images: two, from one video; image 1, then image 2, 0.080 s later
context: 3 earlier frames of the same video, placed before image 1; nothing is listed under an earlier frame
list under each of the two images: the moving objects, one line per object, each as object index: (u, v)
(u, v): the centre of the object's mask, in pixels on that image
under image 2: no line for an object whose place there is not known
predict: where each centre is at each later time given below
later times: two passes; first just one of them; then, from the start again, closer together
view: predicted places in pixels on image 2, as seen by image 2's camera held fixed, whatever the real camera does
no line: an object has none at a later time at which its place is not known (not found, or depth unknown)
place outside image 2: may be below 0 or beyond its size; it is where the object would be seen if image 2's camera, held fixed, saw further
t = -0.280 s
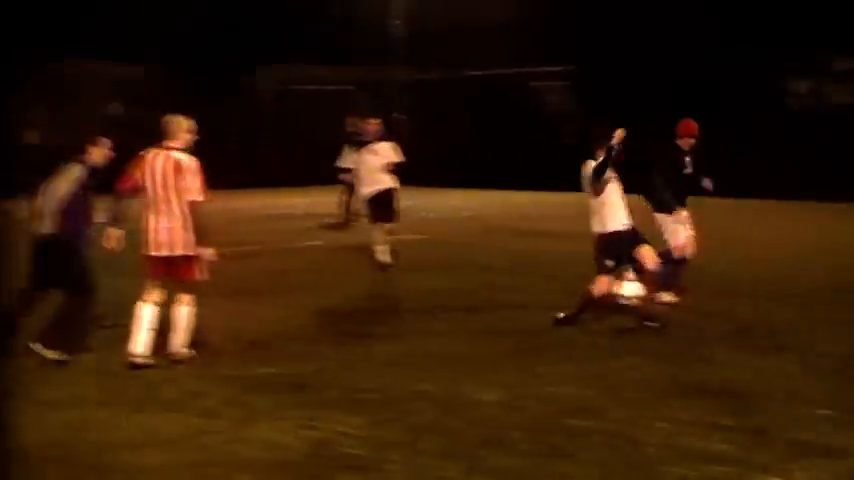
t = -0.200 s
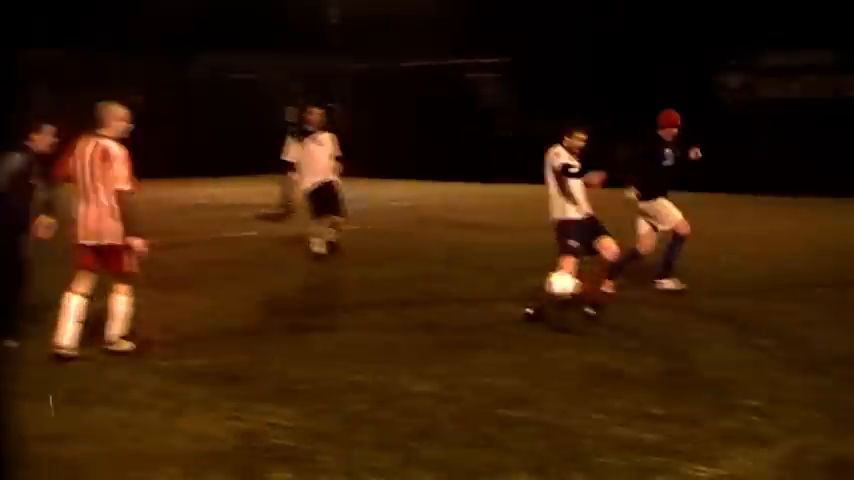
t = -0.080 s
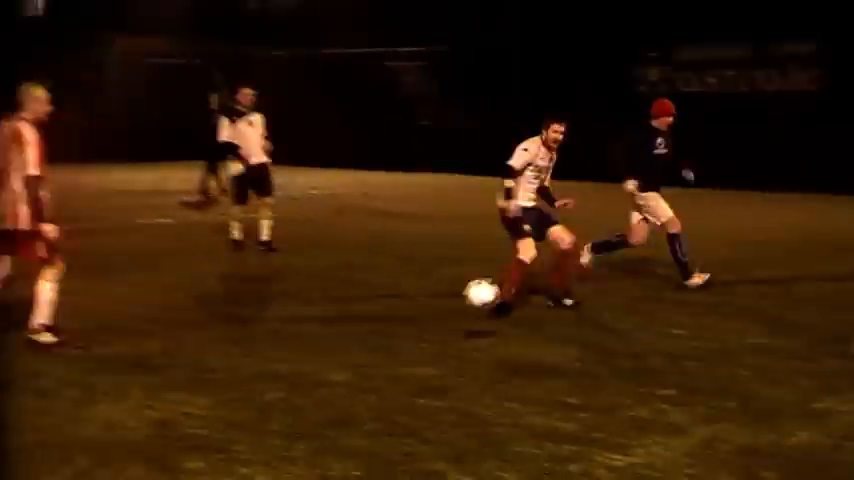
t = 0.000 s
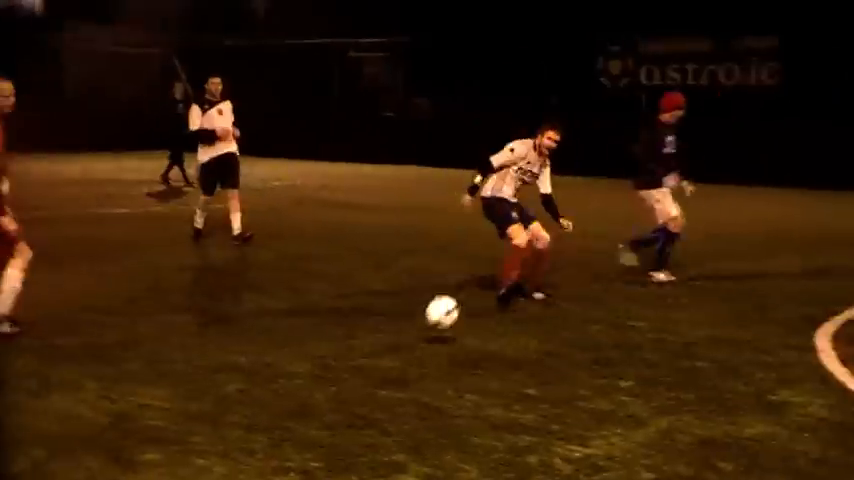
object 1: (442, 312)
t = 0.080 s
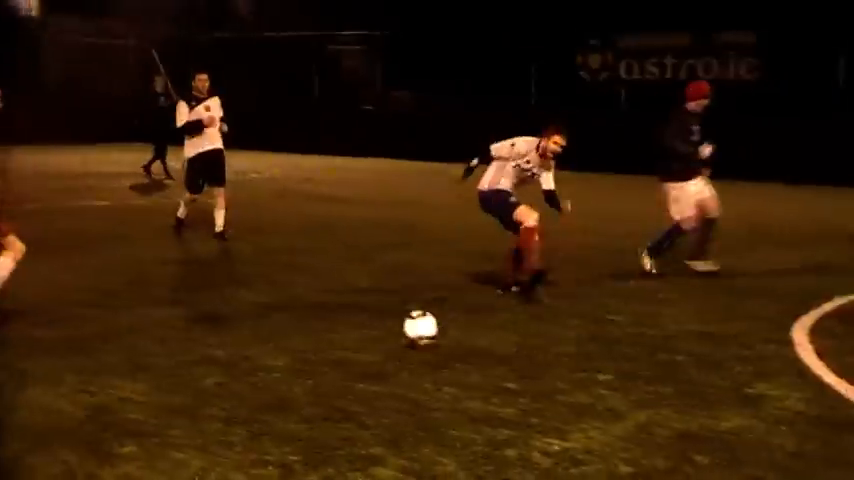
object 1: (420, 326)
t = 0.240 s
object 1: (427, 311)
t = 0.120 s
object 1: (422, 321)
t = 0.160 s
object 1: (423, 314)
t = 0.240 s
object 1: (427, 311)
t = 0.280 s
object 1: (428, 315)
